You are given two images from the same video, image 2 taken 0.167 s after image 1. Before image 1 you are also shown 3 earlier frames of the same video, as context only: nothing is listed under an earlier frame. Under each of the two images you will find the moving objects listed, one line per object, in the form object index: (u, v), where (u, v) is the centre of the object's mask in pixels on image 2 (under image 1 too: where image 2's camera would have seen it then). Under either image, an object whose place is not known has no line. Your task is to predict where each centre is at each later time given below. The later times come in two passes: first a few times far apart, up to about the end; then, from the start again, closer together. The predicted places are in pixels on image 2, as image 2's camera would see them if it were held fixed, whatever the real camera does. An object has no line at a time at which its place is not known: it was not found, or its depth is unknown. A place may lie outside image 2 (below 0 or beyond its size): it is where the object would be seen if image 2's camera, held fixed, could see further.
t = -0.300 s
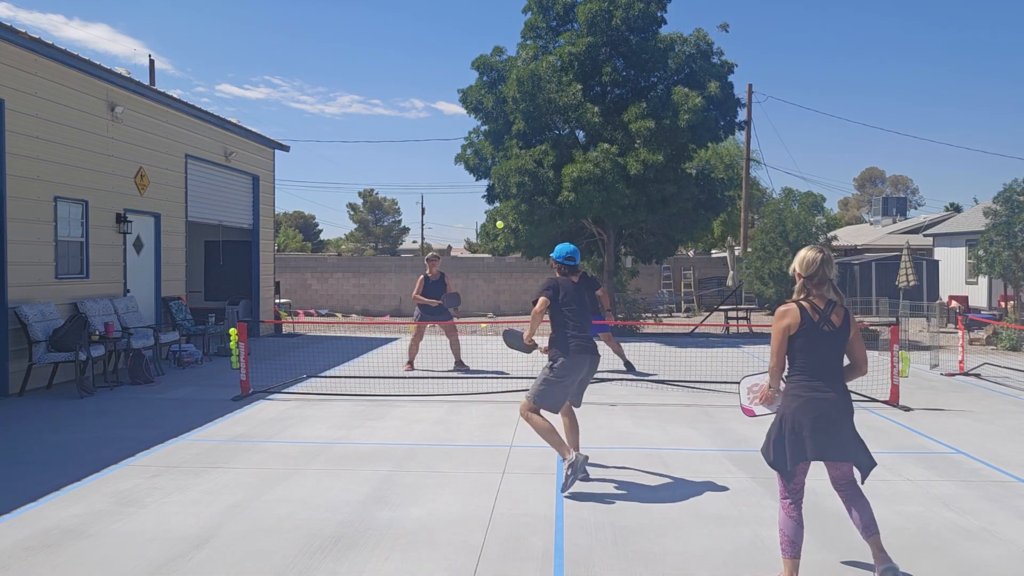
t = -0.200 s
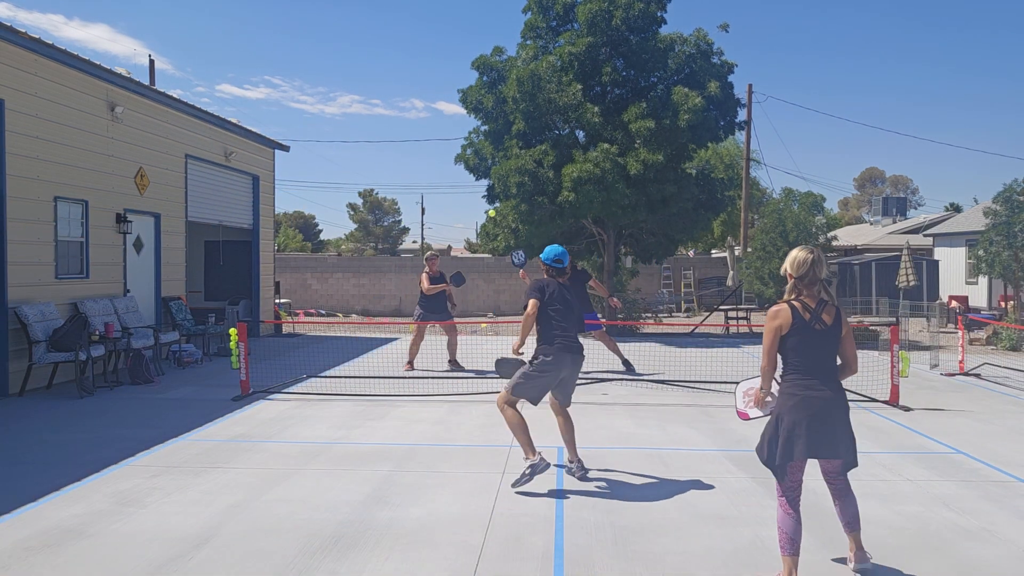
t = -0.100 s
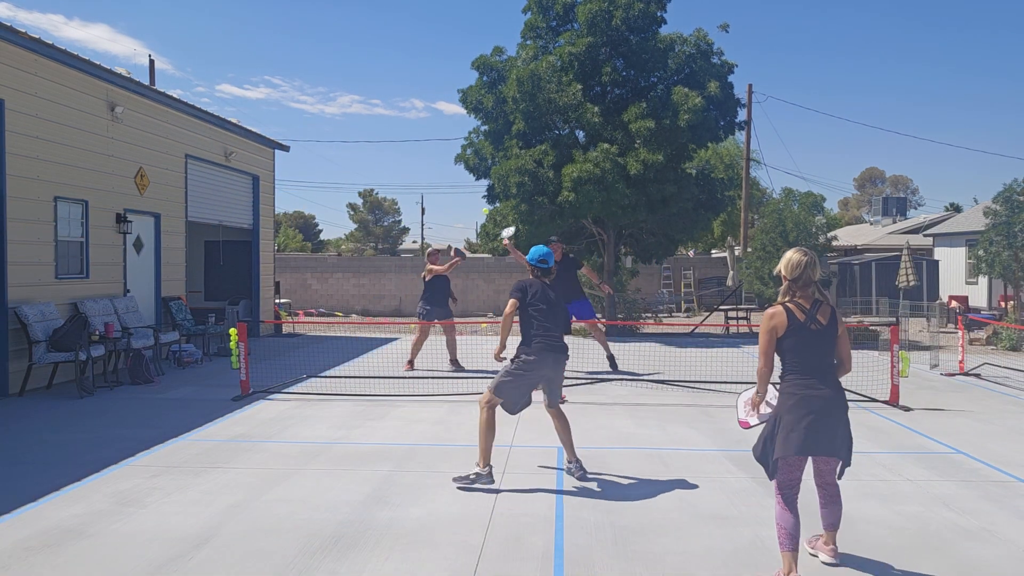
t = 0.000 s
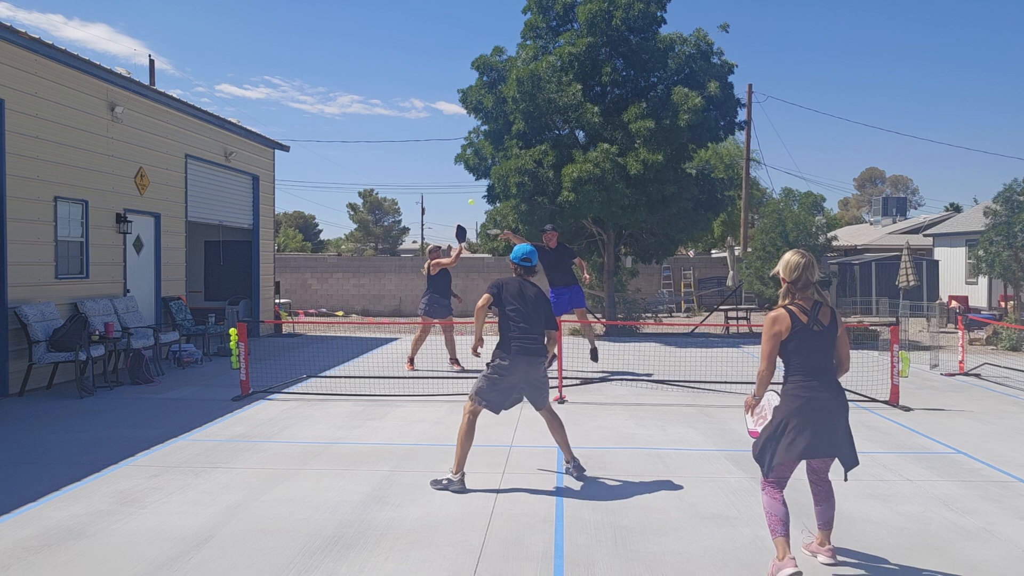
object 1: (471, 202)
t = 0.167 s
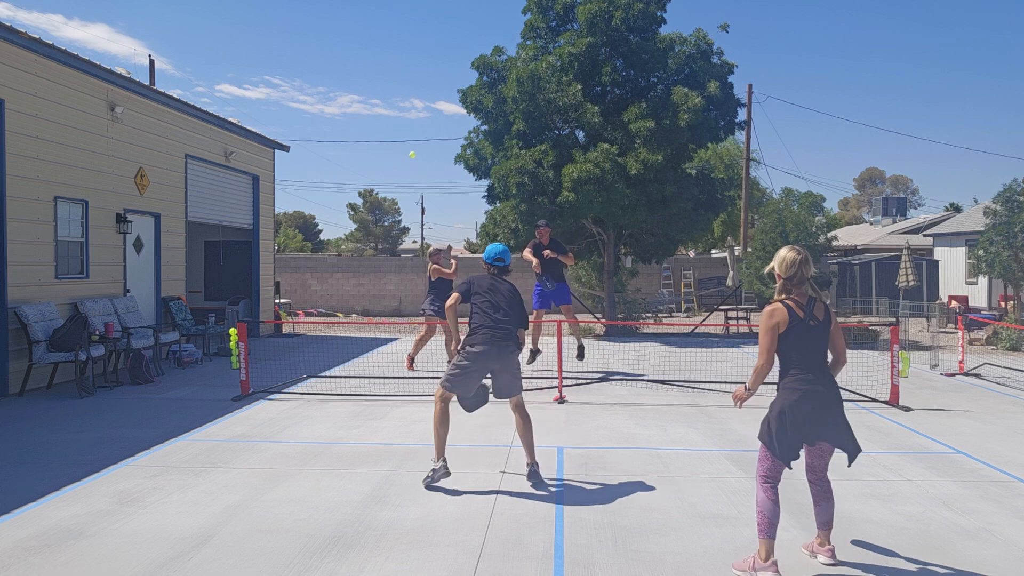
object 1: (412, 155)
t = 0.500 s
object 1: (249, 111)
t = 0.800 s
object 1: (17, 172)
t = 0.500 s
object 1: (249, 111)
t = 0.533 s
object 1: (228, 111)
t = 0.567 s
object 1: (207, 113)
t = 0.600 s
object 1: (183, 116)
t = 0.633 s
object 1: (159, 121)
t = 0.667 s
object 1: (134, 128)
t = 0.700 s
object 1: (107, 136)
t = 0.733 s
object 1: (79, 146)
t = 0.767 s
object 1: (49, 158)
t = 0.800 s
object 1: (17, 172)
